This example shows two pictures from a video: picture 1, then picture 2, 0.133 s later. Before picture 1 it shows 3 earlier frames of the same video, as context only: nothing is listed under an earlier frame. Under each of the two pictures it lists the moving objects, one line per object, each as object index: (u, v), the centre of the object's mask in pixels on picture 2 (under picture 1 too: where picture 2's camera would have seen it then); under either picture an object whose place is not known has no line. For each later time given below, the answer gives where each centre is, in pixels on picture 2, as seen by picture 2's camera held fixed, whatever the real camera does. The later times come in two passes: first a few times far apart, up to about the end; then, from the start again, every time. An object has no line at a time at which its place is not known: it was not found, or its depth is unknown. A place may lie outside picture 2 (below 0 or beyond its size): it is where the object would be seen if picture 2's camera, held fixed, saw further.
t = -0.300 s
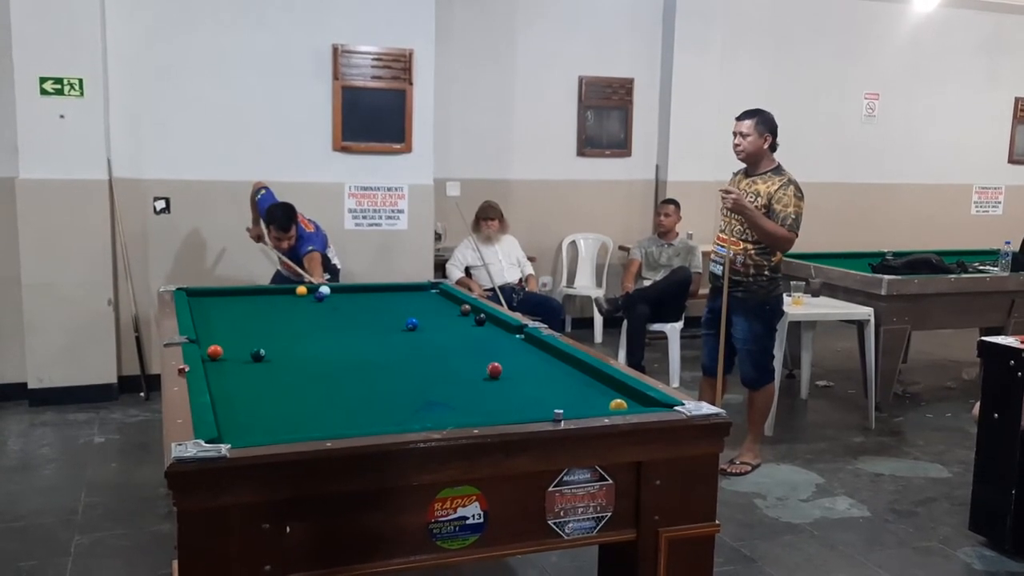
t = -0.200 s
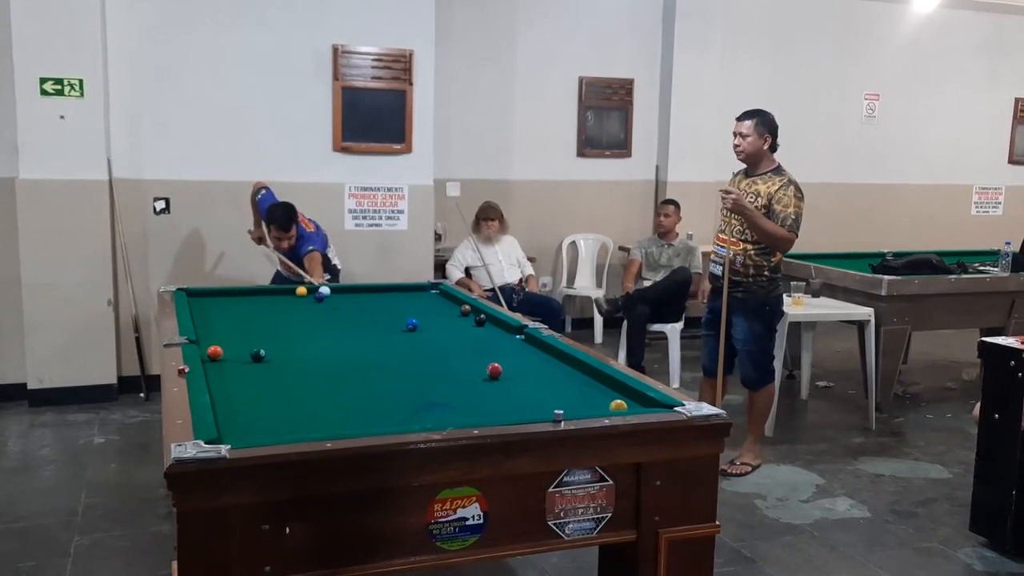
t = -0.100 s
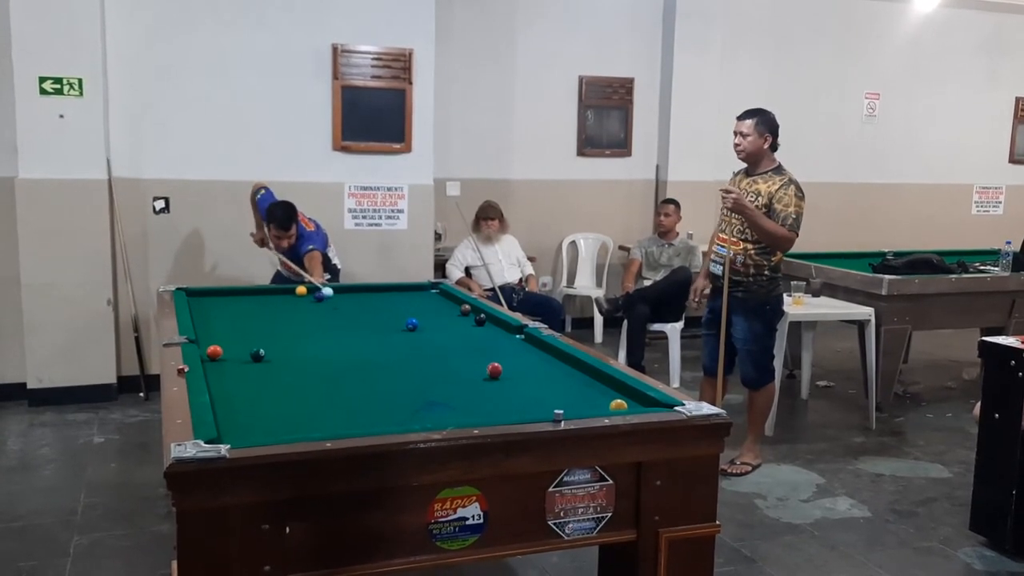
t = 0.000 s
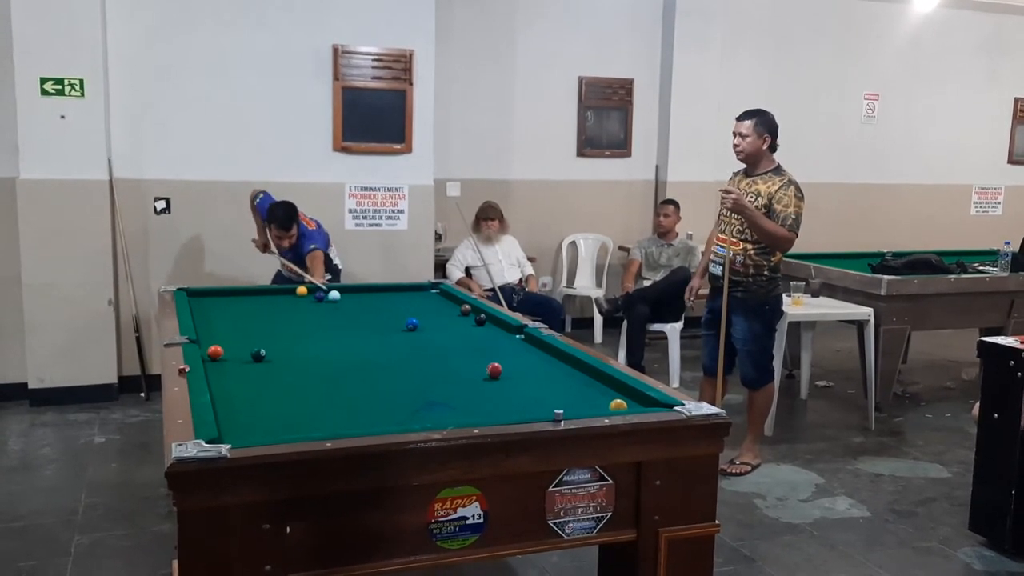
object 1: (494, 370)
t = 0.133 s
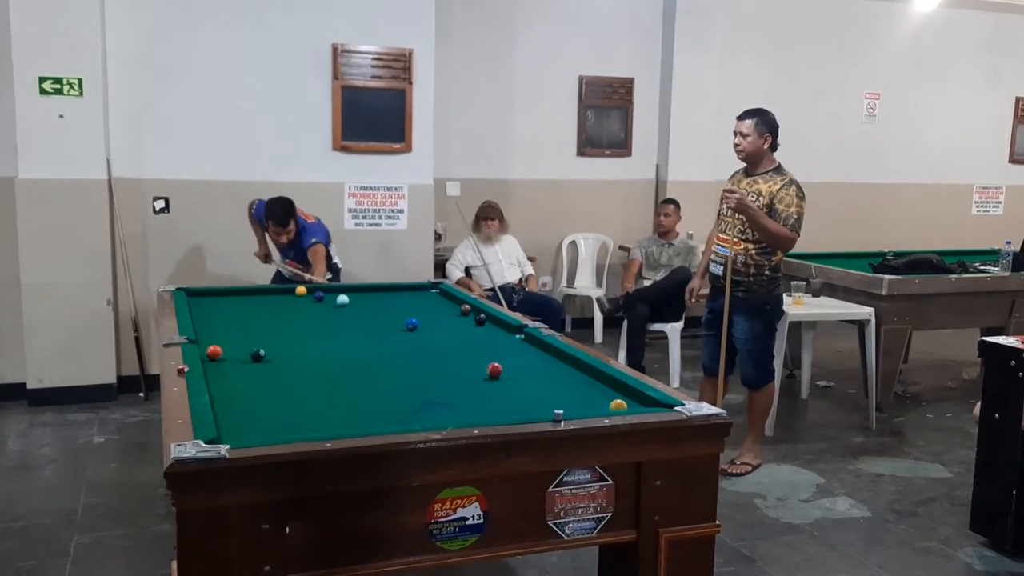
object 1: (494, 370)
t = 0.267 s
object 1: (494, 370)
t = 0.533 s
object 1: (494, 370)
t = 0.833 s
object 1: (494, 370)
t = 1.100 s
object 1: (494, 370)
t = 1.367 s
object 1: (494, 370)
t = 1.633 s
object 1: (494, 370)
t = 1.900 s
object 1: (528, 379)
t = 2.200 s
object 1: (568, 389)
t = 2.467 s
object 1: (605, 399)
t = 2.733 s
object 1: (642, 403)
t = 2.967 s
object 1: (673, 406)
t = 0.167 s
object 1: (494, 370)
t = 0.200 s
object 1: (494, 370)
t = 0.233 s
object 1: (494, 370)
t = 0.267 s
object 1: (494, 370)
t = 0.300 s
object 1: (494, 370)
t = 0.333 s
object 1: (494, 370)
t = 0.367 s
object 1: (494, 370)
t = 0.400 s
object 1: (494, 370)
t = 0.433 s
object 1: (494, 370)
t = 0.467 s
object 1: (494, 370)
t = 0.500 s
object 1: (494, 370)
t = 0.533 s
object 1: (494, 370)
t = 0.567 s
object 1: (494, 370)
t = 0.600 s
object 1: (494, 370)
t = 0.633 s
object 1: (494, 370)
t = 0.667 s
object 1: (494, 370)
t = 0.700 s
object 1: (494, 370)
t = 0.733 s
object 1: (494, 370)
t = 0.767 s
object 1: (494, 370)
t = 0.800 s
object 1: (494, 370)
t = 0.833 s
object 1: (494, 370)
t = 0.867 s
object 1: (494, 370)
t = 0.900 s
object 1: (494, 370)
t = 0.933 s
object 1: (494, 370)
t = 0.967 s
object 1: (494, 370)
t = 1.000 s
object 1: (494, 370)
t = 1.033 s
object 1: (494, 370)
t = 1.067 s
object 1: (494, 370)
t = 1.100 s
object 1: (494, 370)
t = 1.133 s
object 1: (494, 370)
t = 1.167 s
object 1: (494, 370)
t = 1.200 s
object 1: (494, 370)
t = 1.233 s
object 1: (494, 370)
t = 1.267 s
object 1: (494, 370)
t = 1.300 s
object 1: (494, 370)
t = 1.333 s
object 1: (494, 370)
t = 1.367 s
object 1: (494, 370)
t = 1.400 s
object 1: (494, 370)
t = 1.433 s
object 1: (494, 370)
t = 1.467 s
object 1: (494, 370)
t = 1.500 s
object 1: (494, 370)
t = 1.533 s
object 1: (494, 370)
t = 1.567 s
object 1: (494, 370)
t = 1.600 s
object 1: (494, 370)
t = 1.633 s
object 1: (494, 370)
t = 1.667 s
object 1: (495, 370)
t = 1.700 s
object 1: (501, 372)
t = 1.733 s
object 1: (506, 373)
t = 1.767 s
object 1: (511, 374)
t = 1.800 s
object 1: (515, 376)
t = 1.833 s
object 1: (520, 377)
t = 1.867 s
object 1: (524, 378)
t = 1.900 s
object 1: (528, 379)
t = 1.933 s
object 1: (532, 380)
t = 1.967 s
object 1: (537, 381)
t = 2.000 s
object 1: (541, 382)
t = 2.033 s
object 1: (546, 384)
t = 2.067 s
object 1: (550, 385)
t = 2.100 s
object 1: (555, 386)
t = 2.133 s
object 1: (559, 387)
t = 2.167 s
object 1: (564, 388)
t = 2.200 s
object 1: (568, 389)
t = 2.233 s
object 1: (573, 391)
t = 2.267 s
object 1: (577, 392)
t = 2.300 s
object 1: (582, 393)
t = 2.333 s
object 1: (587, 394)
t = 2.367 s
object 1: (591, 395)
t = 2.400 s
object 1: (596, 397)
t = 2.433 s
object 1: (600, 398)
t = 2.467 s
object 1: (605, 399)
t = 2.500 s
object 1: (608, 399)
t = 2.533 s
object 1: (613, 397)
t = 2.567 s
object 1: (619, 397)
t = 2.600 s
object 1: (626, 400)
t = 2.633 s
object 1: (630, 401)
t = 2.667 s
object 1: (633, 402)
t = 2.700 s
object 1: (637, 403)
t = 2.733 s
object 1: (642, 403)
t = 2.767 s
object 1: (647, 403)
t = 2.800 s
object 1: (652, 403)
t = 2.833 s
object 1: (657, 404)
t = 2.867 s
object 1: (662, 404)
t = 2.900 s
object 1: (666, 405)
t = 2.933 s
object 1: (670, 405)
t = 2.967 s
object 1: (673, 406)
